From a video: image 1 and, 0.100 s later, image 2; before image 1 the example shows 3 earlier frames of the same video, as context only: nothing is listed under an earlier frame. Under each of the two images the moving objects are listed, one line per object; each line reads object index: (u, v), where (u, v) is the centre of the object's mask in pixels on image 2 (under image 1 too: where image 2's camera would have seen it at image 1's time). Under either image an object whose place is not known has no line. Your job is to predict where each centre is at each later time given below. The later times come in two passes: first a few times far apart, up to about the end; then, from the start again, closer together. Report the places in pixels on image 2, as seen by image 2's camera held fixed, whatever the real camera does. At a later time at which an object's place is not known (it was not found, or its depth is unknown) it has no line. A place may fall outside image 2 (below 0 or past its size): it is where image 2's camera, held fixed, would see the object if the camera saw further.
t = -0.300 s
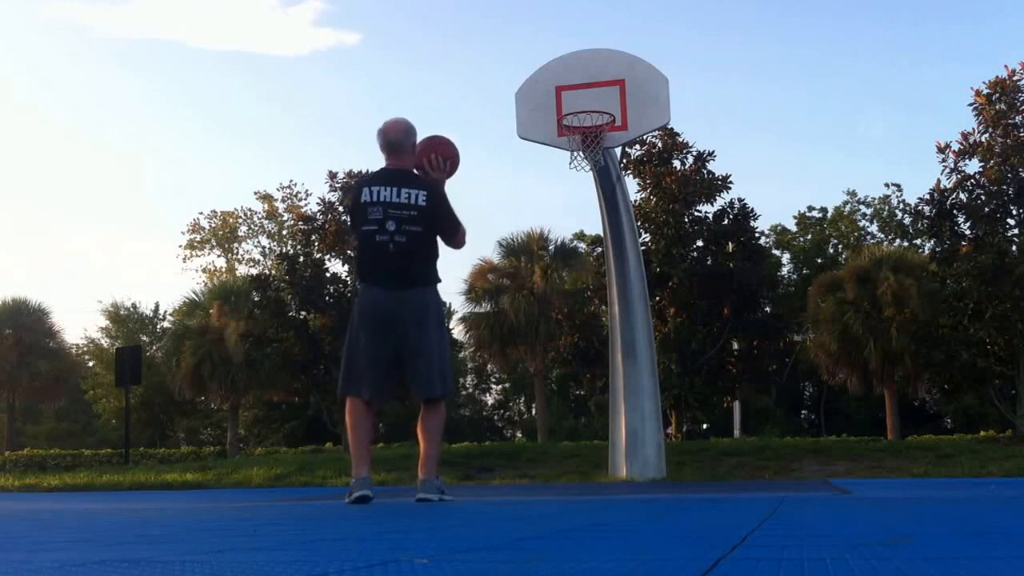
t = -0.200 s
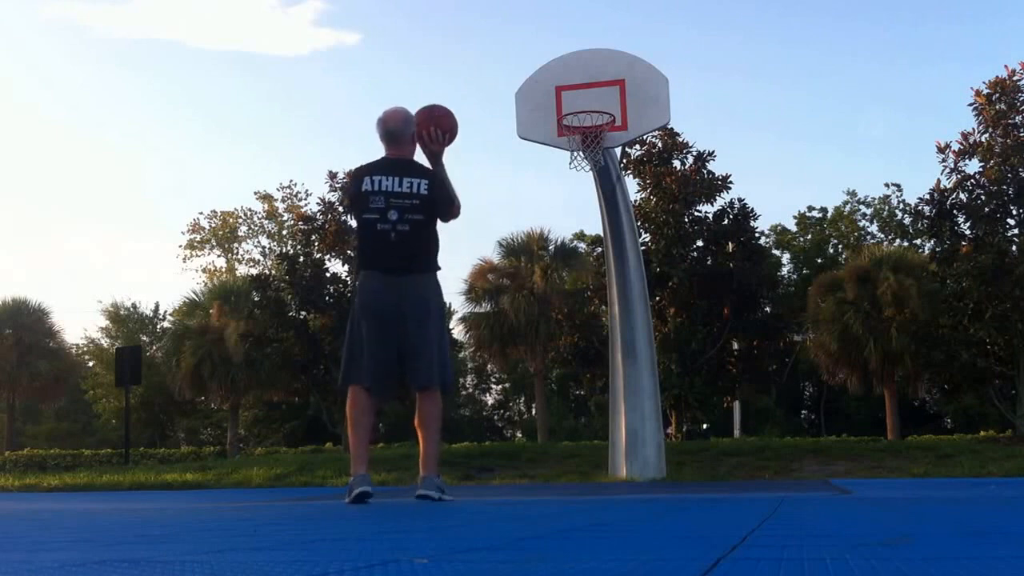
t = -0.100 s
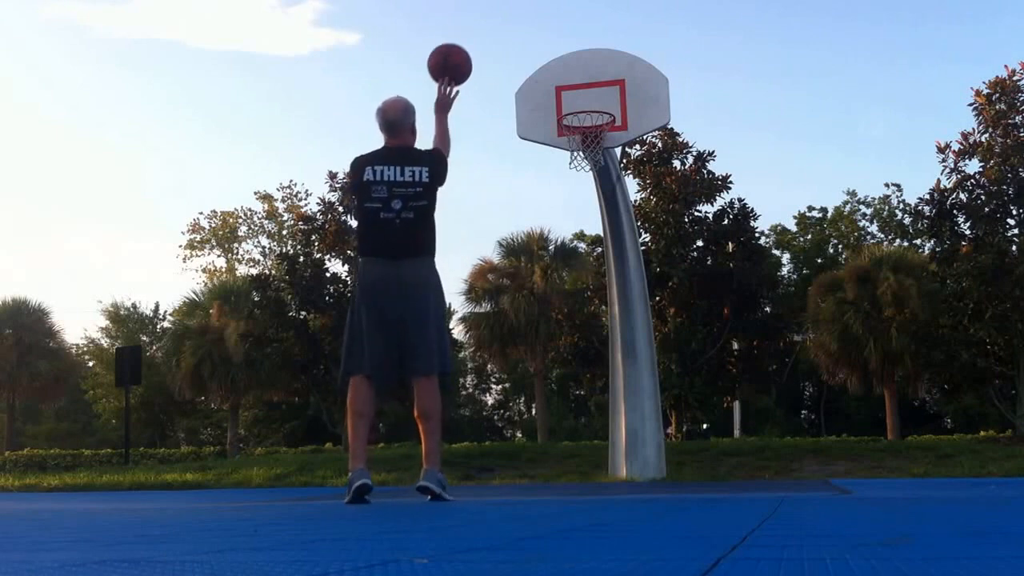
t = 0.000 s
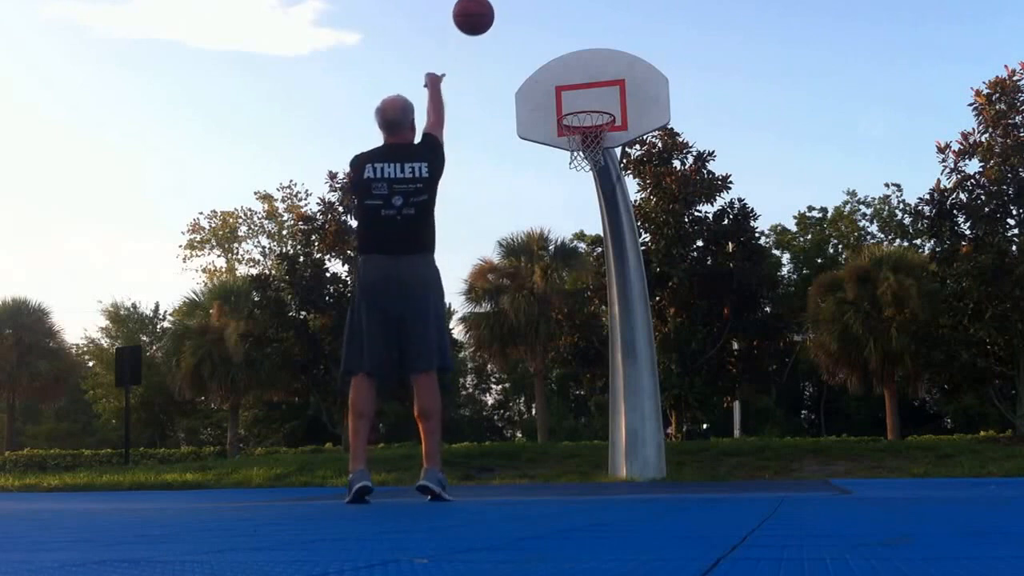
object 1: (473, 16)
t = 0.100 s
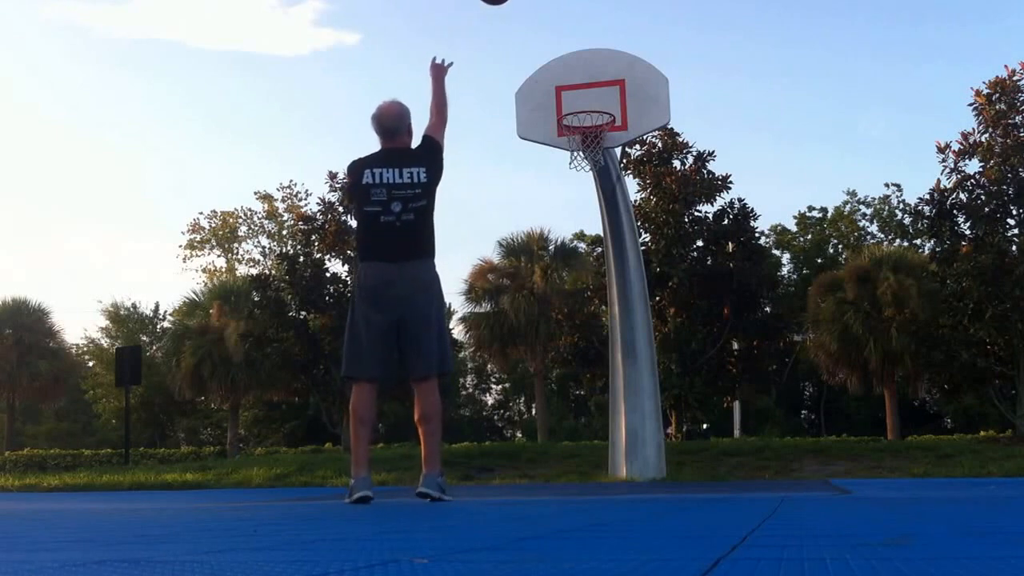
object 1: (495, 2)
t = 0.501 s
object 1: (560, 16)
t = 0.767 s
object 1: (590, 83)
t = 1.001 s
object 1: (599, 52)
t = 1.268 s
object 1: (612, 91)
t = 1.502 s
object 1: (643, 82)
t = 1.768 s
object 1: (687, 127)
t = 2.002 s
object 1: (726, 235)
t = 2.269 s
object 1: (778, 453)
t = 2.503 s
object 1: (793, 342)
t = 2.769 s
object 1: (813, 257)
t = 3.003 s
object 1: (831, 246)
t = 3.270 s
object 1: (859, 318)
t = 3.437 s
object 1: (880, 416)
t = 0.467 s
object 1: (556, 10)
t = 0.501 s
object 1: (560, 16)
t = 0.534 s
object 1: (565, 27)
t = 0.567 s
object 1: (569, 39)
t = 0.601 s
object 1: (574, 52)
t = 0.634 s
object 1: (579, 65)
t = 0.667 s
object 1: (583, 80)
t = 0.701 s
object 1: (587, 96)
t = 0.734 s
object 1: (589, 92)
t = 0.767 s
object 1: (590, 83)
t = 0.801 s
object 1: (591, 75)
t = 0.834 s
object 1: (592, 68)
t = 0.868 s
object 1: (594, 62)
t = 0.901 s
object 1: (595, 58)
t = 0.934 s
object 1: (596, 55)
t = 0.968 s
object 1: (598, 53)
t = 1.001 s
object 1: (599, 52)
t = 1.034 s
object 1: (601, 52)
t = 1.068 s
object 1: (602, 54)
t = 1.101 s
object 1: (603, 57)
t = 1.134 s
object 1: (605, 61)
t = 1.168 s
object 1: (607, 66)
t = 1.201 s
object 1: (609, 73)
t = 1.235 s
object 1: (610, 82)
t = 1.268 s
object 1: (612, 91)
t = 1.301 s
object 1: (614, 100)
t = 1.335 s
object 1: (618, 96)
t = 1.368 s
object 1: (623, 90)
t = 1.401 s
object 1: (628, 86)
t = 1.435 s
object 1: (633, 84)
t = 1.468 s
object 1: (638, 82)
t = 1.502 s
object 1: (643, 82)
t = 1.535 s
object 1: (649, 83)
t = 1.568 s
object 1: (654, 86)
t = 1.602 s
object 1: (659, 89)
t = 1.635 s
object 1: (665, 94)
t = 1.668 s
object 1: (670, 100)
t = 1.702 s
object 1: (676, 108)
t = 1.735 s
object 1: (681, 117)
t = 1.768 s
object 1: (687, 127)
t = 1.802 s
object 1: (692, 138)
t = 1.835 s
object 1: (698, 151)
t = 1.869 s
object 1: (704, 165)
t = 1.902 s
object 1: (708, 178)
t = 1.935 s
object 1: (715, 198)
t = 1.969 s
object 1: (719, 215)
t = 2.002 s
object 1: (726, 235)
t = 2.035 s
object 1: (732, 255)
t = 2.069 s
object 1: (738, 280)
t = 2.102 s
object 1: (743, 304)
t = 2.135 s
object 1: (751, 332)
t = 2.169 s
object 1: (757, 358)
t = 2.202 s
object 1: (765, 388)
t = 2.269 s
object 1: (778, 453)
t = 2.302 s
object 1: (783, 462)
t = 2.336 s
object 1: (784, 440)
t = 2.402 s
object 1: (788, 397)
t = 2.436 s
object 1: (789, 376)
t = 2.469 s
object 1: (791, 359)
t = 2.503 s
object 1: (793, 342)
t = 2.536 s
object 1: (794, 326)
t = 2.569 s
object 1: (796, 312)
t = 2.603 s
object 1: (799, 299)
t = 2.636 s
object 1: (802, 288)
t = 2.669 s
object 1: (805, 278)
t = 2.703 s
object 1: (807, 270)
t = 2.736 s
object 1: (810, 262)
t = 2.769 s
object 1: (813, 257)
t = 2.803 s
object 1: (816, 252)
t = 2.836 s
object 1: (817, 246)
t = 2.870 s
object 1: (819, 245)
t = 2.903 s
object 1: (822, 244)
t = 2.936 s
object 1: (826, 244)
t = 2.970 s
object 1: (827, 244)
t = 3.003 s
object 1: (831, 246)
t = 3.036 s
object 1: (835, 250)
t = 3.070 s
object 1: (838, 257)
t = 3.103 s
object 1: (841, 264)
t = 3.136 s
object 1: (844, 272)
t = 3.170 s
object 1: (848, 281)
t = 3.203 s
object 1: (853, 292)
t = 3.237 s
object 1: (856, 305)
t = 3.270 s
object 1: (859, 318)
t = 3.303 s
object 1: (864, 335)
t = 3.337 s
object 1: (868, 352)
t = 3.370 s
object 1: (870, 373)
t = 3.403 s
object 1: (875, 392)
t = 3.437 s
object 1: (880, 416)
